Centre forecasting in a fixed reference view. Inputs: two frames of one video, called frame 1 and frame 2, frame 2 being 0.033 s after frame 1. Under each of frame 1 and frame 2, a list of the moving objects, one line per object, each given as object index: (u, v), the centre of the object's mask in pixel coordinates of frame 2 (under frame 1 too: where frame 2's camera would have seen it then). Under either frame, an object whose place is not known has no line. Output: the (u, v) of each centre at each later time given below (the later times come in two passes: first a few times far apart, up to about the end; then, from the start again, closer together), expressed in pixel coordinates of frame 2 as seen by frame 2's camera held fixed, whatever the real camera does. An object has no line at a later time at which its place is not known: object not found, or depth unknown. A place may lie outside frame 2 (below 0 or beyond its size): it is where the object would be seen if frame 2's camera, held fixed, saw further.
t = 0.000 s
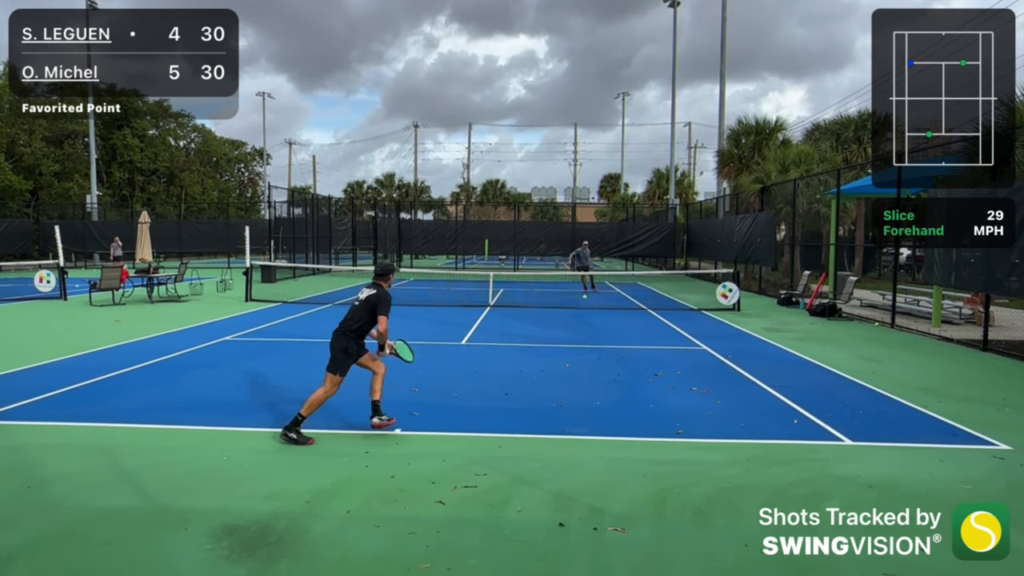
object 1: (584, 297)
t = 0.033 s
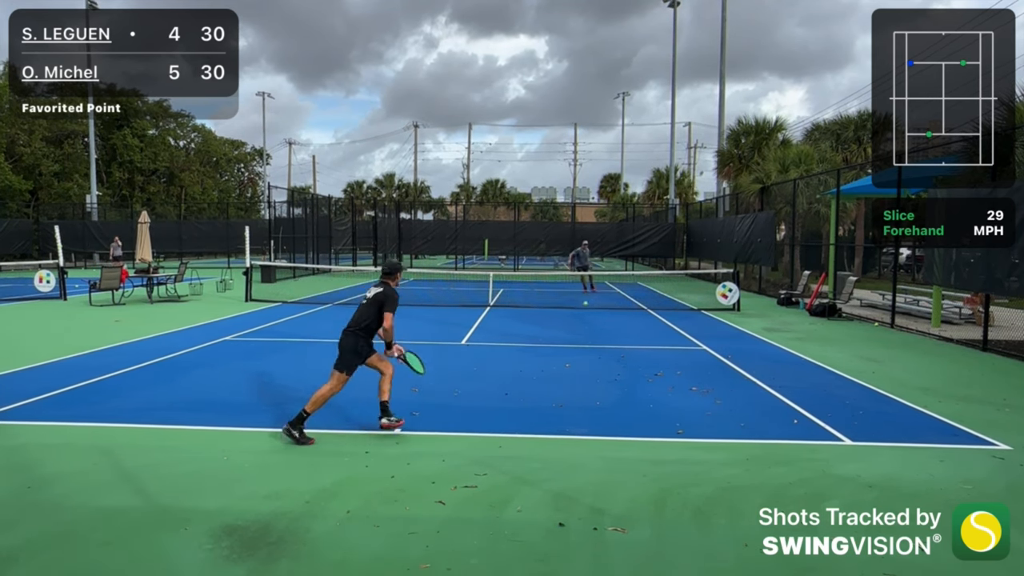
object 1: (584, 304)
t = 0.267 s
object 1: (595, 340)
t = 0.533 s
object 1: (625, 338)
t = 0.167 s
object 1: (588, 340)
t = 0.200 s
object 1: (591, 346)
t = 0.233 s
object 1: (593, 341)
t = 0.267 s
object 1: (595, 340)
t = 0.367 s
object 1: (605, 334)
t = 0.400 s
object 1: (607, 333)
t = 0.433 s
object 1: (612, 333)
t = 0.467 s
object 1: (616, 334)
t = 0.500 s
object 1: (619, 336)
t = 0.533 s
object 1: (625, 338)
